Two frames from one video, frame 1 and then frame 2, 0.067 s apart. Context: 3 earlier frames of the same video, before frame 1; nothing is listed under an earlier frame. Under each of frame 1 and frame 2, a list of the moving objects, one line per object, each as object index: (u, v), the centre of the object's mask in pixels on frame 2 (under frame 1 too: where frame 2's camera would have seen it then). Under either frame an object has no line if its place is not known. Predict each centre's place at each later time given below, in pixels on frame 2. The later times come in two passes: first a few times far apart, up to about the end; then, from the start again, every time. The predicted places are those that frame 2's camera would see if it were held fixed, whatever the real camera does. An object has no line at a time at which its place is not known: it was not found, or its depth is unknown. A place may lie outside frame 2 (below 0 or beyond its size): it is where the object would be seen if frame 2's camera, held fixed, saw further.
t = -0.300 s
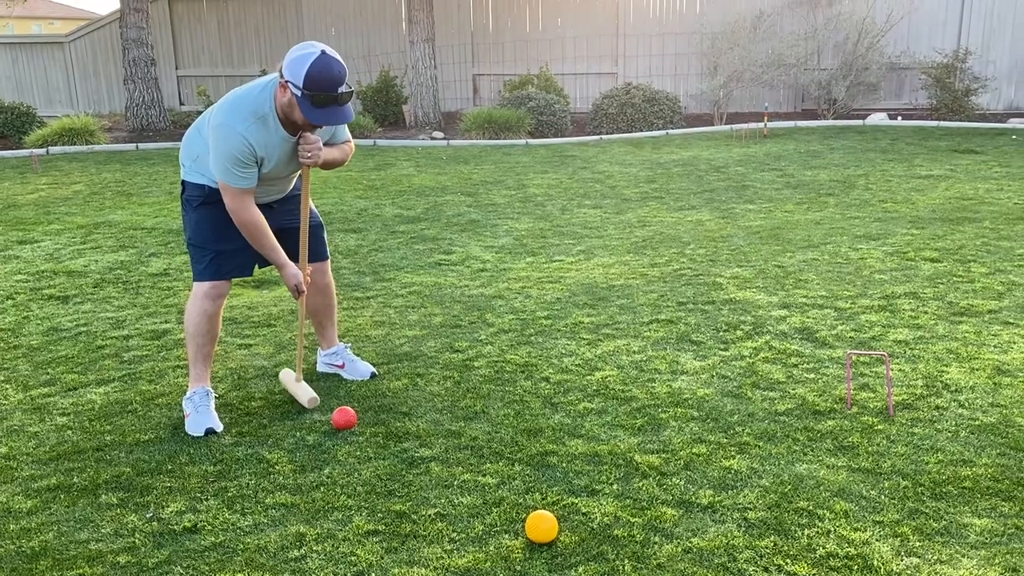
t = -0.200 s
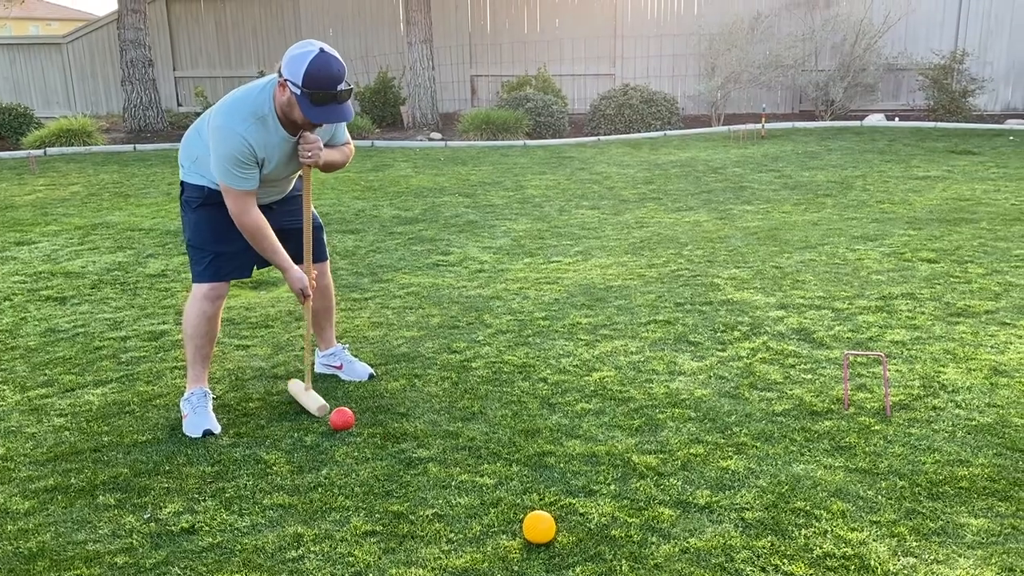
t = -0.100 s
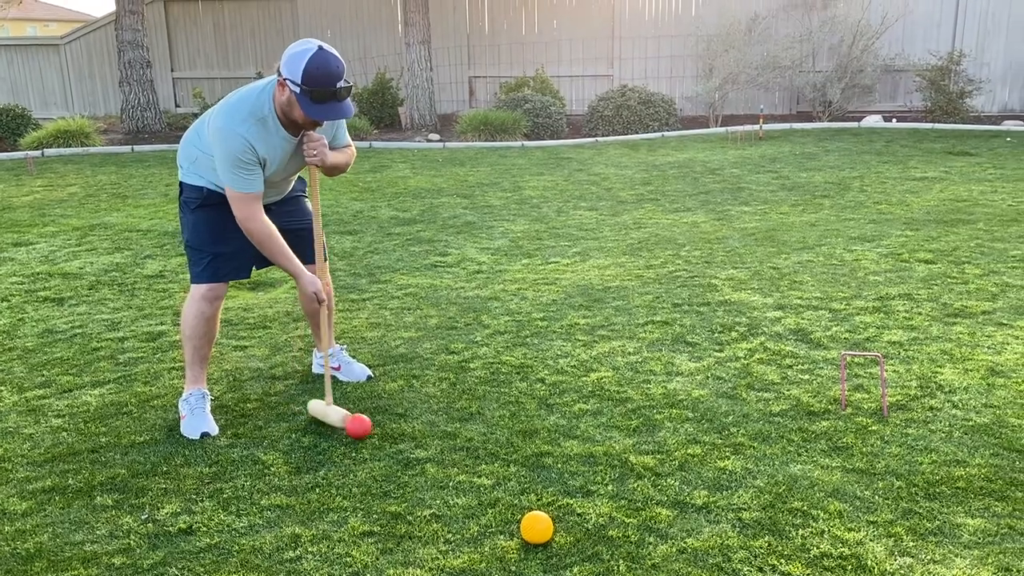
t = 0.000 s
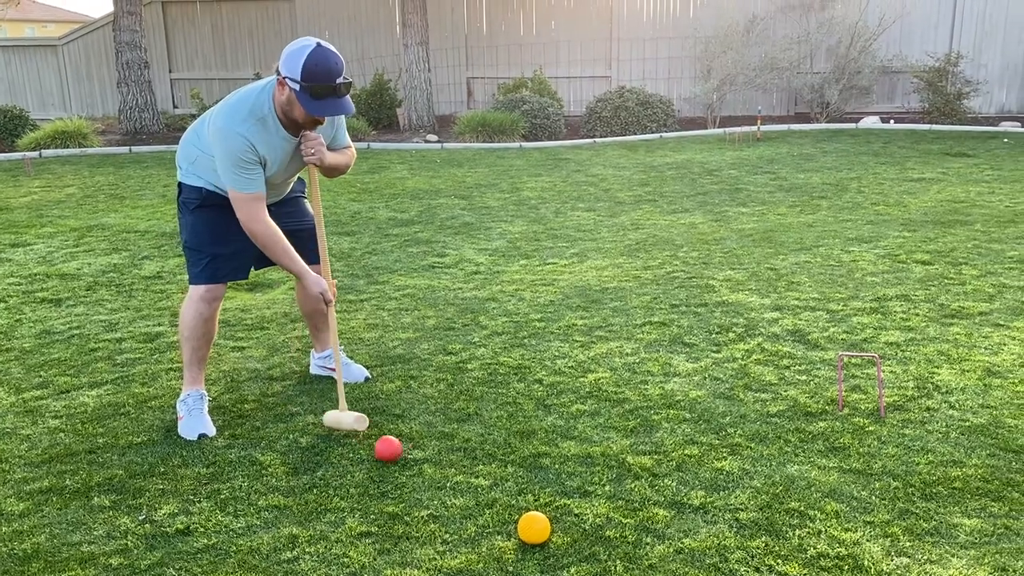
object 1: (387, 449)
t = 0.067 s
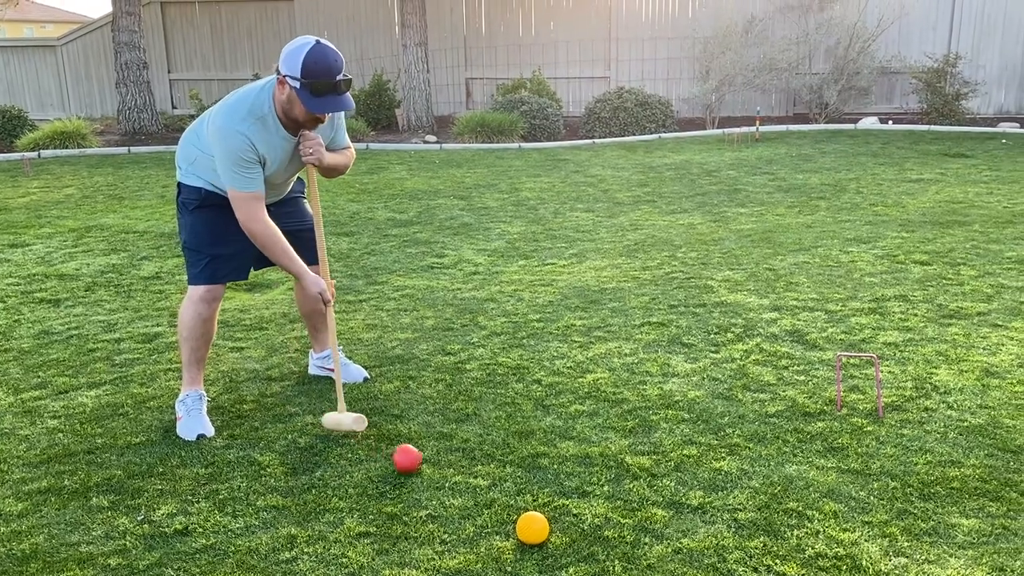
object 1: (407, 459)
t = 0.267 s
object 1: (467, 494)
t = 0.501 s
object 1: (507, 528)
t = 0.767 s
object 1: (511, 531)
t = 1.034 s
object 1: (505, 524)
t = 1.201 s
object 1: (503, 522)
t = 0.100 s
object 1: (417, 467)
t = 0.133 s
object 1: (428, 472)
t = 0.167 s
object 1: (438, 476)
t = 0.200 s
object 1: (448, 483)
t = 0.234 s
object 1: (458, 490)
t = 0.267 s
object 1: (467, 494)
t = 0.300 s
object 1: (477, 501)
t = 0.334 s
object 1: (487, 508)
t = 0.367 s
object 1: (496, 512)
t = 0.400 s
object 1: (504, 518)
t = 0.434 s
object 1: (505, 522)
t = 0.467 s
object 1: (506, 526)
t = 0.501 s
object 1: (507, 528)
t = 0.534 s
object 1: (508, 529)
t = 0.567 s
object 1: (509, 530)
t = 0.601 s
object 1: (510, 530)
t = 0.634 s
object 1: (510, 531)
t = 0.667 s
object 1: (511, 531)
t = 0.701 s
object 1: (511, 531)
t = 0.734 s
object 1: (511, 531)
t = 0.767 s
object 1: (511, 531)
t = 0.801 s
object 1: (510, 530)
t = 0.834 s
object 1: (510, 530)
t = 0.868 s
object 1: (509, 529)
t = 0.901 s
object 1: (508, 529)
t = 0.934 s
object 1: (507, 528)
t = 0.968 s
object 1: (506, 527)
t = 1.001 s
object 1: (506, 525)
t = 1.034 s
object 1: (505, 524)
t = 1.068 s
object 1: (504, 523)
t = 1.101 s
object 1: (504, 523)
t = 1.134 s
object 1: (503, 523)
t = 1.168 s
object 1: (503, 522)
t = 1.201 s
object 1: (503, 522)
